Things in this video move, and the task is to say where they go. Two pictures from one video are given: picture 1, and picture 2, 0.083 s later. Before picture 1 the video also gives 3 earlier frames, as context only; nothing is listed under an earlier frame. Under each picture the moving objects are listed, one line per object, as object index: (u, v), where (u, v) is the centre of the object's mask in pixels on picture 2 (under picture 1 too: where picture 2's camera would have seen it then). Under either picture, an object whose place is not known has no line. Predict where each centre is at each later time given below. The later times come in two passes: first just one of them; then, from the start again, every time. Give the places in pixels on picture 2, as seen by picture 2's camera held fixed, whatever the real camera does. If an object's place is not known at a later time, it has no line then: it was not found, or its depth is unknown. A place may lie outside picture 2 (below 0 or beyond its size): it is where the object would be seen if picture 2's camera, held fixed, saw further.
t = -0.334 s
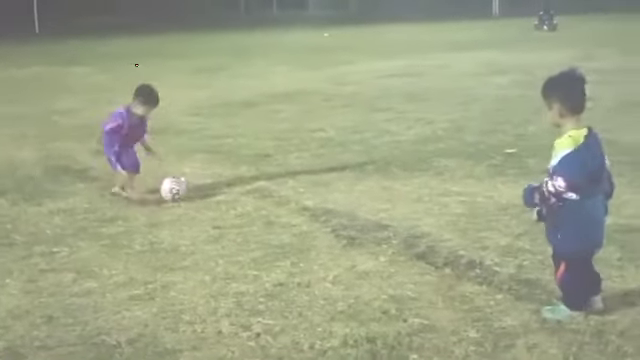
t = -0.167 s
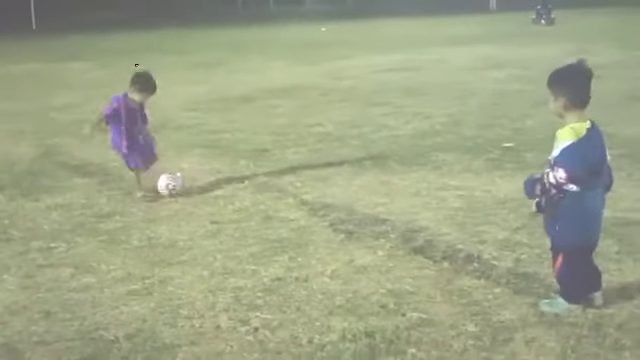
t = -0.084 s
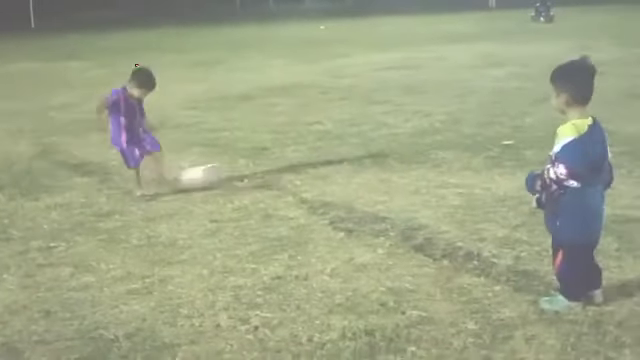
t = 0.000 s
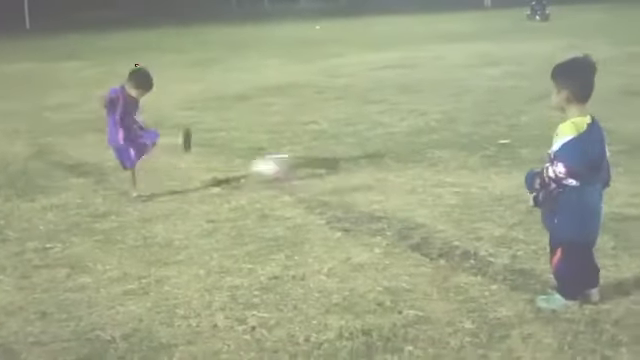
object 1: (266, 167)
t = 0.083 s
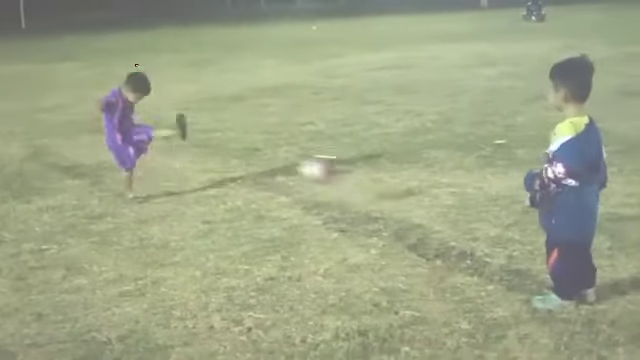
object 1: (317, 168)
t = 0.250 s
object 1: (462, 202)
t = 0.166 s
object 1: (403, 183)
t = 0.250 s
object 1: (462, 202)
